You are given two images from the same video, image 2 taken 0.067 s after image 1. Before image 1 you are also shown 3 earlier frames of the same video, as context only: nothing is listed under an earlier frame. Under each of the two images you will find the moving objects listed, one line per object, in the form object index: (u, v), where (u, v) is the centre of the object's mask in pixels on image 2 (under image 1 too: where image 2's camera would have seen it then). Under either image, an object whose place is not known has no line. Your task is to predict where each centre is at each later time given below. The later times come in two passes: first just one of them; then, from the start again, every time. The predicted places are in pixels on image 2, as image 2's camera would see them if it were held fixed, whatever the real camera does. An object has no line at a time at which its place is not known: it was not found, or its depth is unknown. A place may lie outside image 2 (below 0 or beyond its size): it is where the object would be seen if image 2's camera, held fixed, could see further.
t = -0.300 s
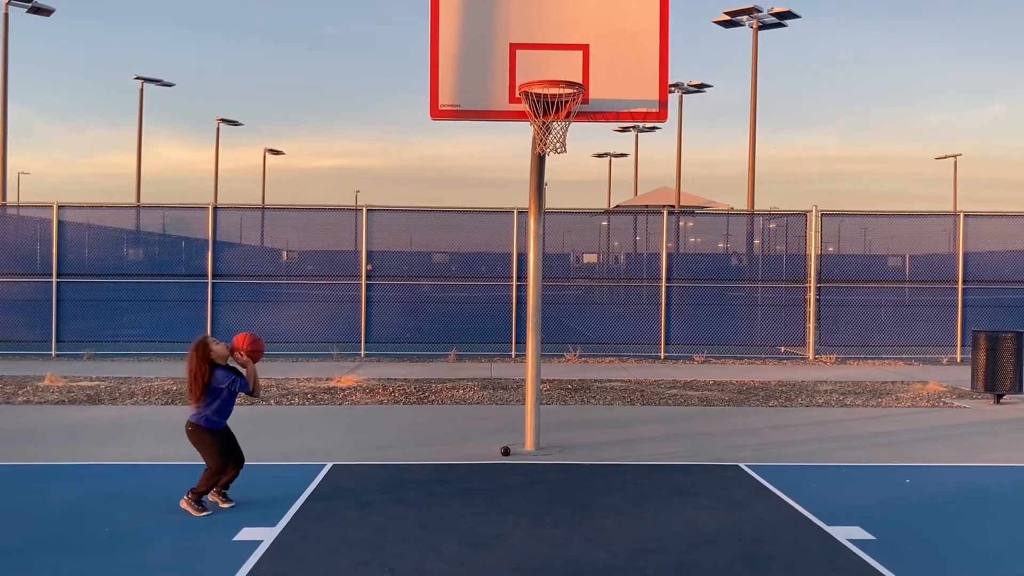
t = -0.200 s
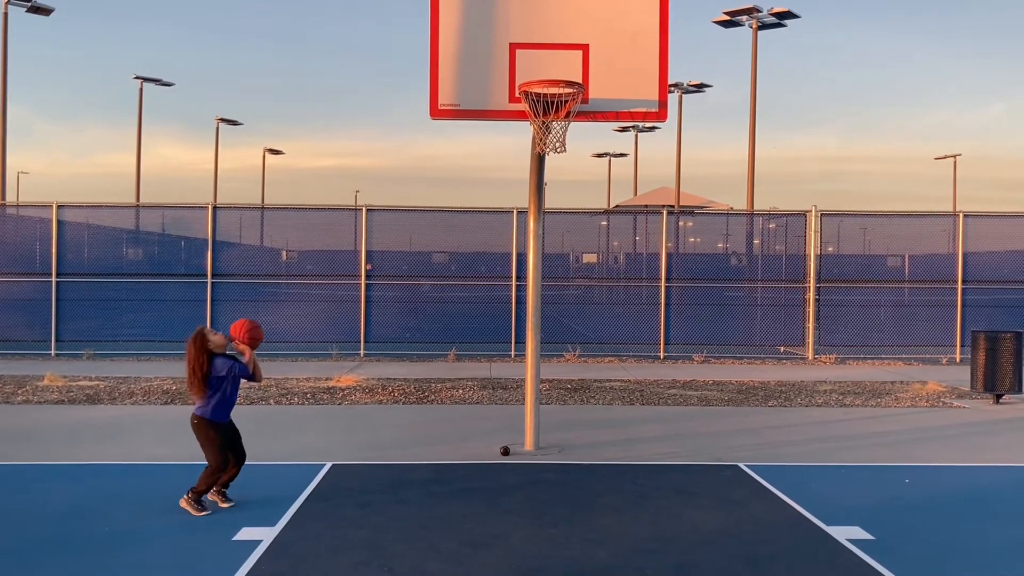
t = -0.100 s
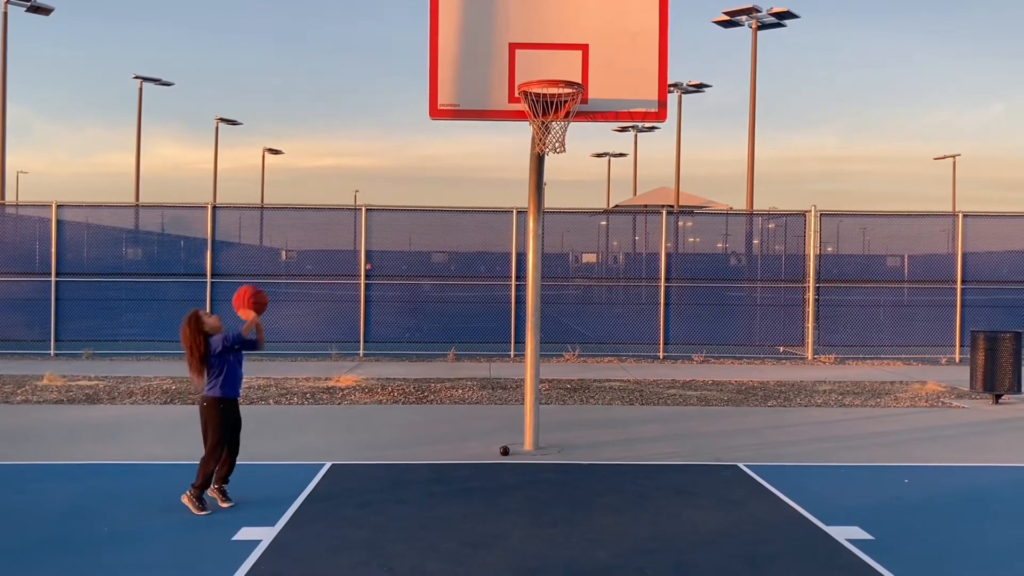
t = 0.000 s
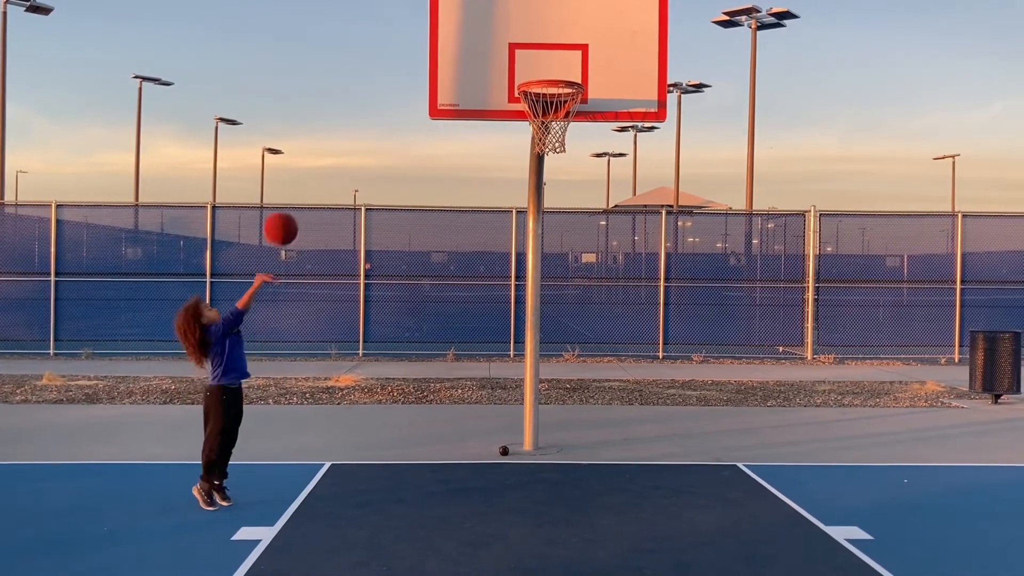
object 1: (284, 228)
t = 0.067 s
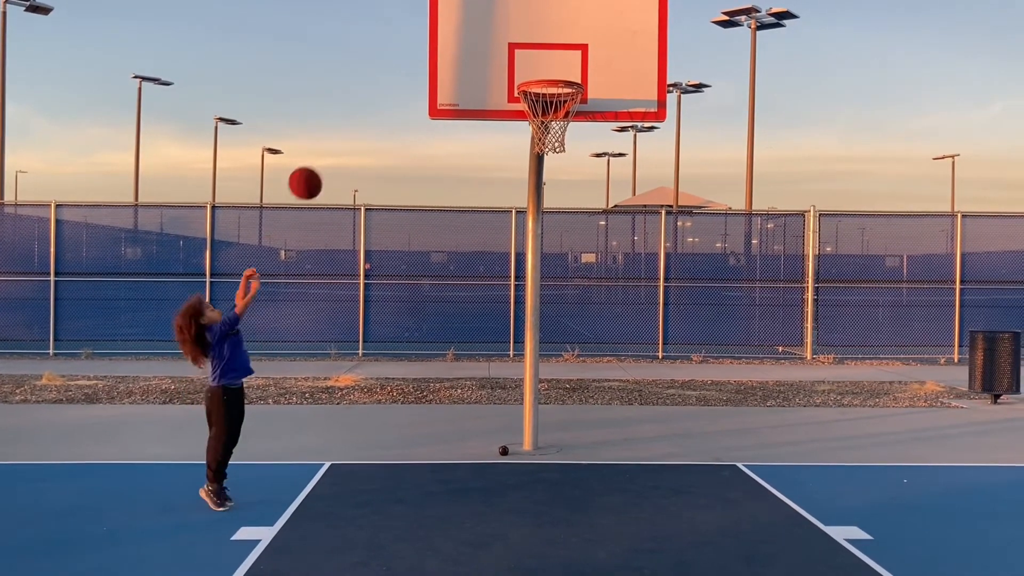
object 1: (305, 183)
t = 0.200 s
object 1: (349, 105)
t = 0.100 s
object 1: (319, 163)
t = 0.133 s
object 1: (331, 145)
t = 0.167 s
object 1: (340, 126)
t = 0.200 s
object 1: (349, 105)
